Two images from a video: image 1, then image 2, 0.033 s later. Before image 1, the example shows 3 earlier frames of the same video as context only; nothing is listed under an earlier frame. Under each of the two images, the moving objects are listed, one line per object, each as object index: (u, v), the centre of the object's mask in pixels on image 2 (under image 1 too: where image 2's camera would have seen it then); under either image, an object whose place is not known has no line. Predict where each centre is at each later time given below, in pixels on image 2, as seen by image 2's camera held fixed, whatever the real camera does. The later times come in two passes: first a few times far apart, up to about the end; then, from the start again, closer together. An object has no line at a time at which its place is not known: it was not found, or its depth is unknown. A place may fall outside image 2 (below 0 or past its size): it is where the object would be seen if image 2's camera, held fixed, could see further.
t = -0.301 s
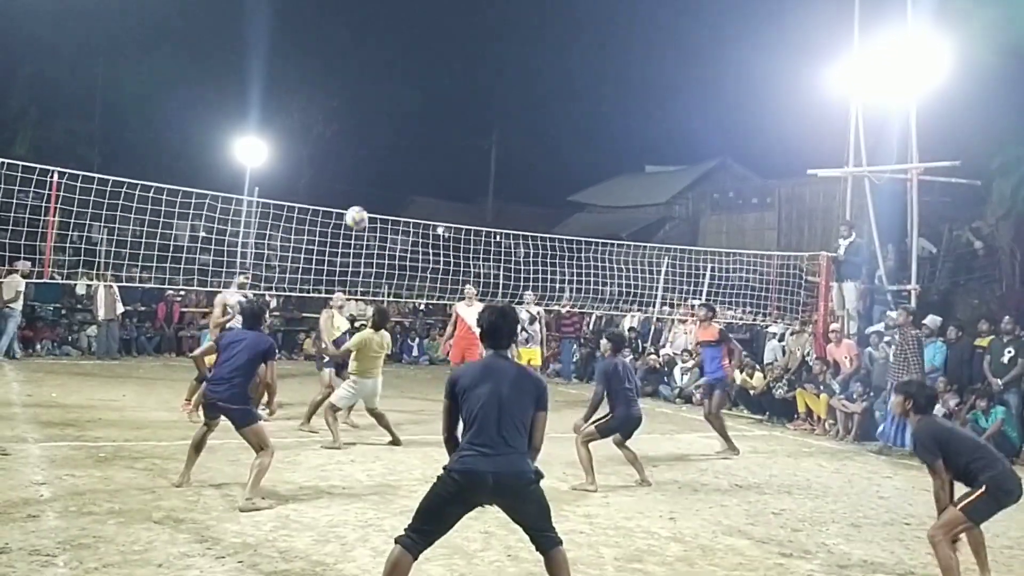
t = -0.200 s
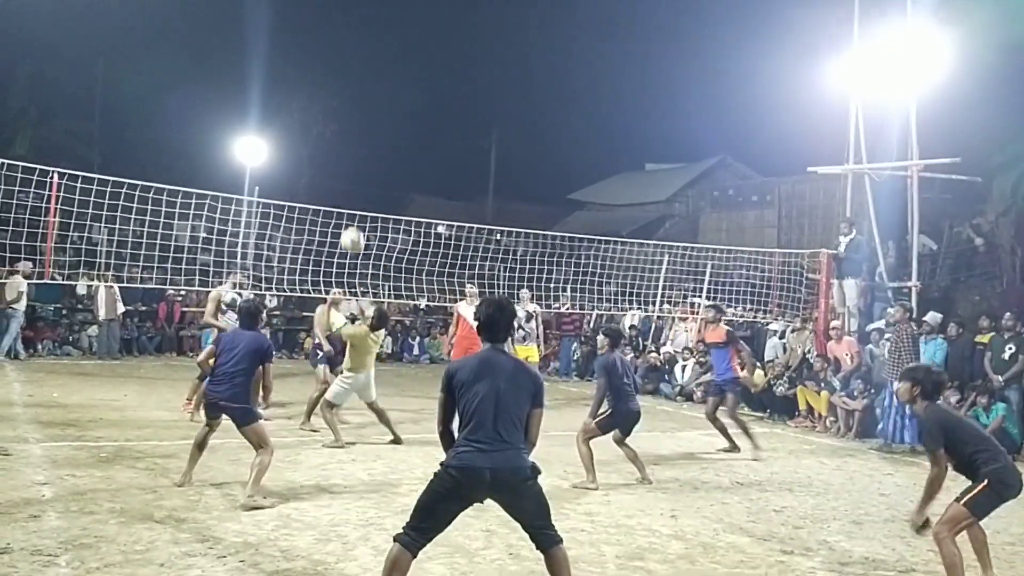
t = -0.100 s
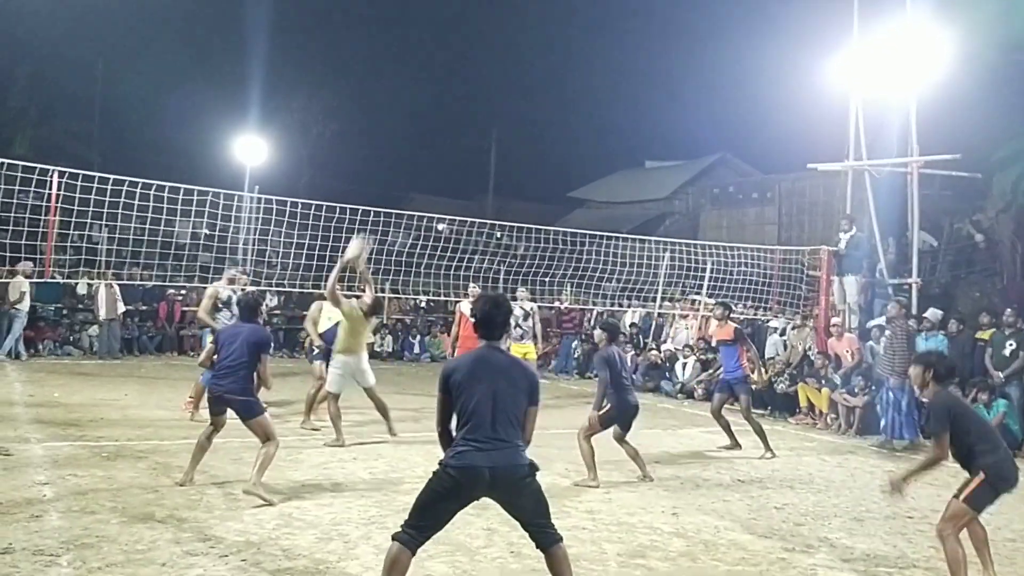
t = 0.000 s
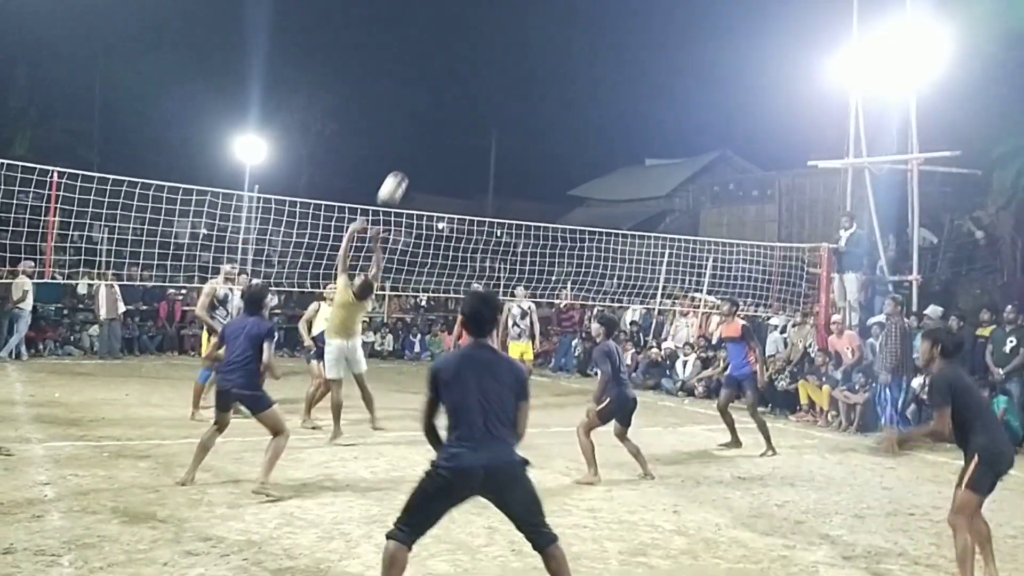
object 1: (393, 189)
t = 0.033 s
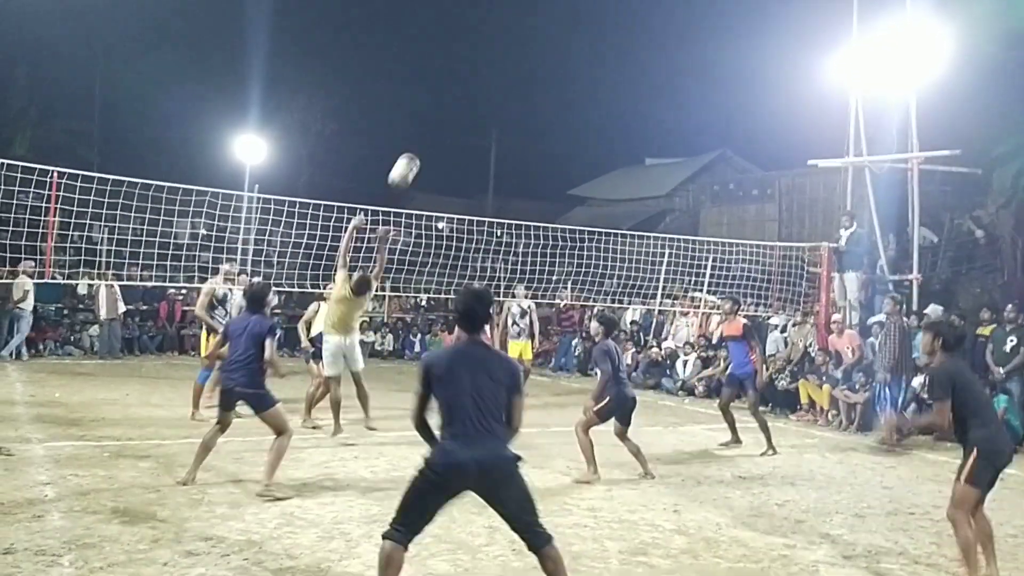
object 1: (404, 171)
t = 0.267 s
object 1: (481, 78)
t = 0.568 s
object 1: (576, 41)
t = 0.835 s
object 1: (656, 89)
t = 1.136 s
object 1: (737, 229)
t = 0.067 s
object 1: (415, 155)
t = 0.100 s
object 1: (426, 139)
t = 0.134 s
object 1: (437, 124)
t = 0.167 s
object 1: (448, 111)
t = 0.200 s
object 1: (459, 99)
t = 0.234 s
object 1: (470, 88)
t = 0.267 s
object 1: (481, 78)
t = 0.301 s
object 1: (492, 70)
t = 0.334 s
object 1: (502, 62)
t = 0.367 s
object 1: (513, 56)
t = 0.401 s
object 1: (524, 50)
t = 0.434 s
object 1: (534, 46)
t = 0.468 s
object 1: (545, 42)
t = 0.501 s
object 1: (555, 41)
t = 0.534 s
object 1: (566, 40)
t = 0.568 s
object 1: (576, 41)
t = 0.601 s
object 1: (587, 43)
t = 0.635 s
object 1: (597, 46)
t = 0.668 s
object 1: (607, 50)
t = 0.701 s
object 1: (617, 56)
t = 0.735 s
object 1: (627, 62)
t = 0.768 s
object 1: (637, 70)
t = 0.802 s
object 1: (647, 79)
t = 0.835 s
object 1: (656, 89)
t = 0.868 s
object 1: (666, 100)
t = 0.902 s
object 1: (675, 112)
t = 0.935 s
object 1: (684, 125)
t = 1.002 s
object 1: (703, 156)
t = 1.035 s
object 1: (712, 174)
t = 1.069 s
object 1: (720, 192)
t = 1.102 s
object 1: (728, 211)
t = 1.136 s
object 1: (737, 229)
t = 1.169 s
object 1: (747, 253)
